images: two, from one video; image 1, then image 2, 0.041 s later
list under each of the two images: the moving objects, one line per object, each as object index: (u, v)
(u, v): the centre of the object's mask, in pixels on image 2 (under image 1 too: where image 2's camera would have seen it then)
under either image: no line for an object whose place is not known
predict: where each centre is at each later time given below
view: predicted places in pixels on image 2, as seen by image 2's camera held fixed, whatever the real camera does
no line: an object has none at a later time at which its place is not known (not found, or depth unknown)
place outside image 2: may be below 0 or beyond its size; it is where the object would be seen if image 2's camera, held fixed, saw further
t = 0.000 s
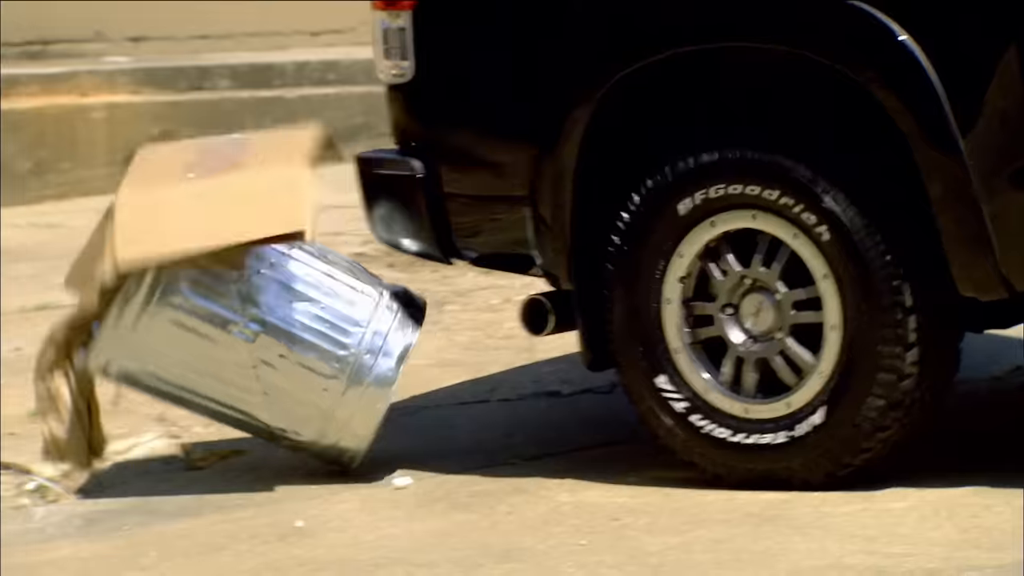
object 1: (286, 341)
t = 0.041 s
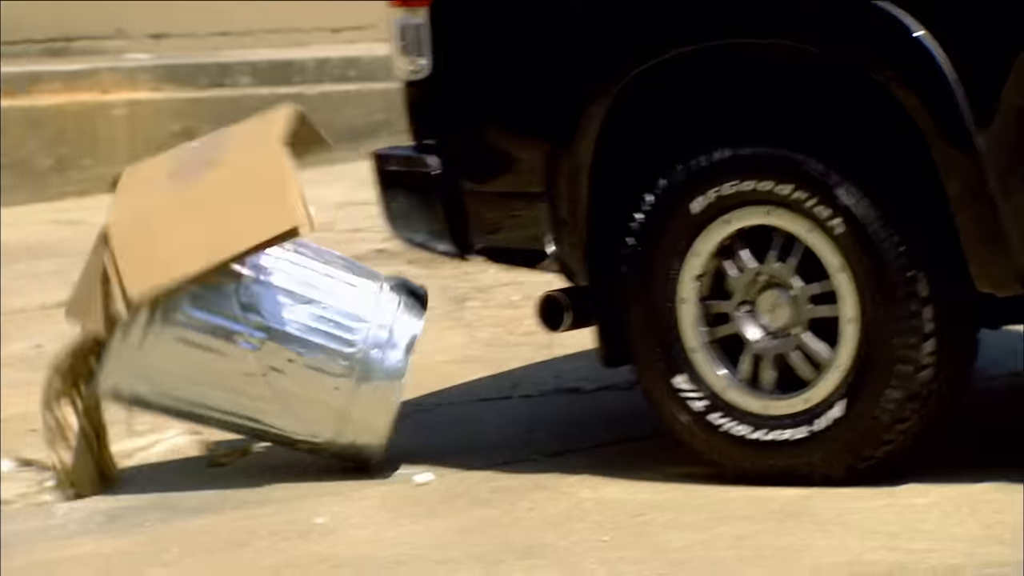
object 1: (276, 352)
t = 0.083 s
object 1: (264, 364)
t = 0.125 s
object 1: (249, 379)
